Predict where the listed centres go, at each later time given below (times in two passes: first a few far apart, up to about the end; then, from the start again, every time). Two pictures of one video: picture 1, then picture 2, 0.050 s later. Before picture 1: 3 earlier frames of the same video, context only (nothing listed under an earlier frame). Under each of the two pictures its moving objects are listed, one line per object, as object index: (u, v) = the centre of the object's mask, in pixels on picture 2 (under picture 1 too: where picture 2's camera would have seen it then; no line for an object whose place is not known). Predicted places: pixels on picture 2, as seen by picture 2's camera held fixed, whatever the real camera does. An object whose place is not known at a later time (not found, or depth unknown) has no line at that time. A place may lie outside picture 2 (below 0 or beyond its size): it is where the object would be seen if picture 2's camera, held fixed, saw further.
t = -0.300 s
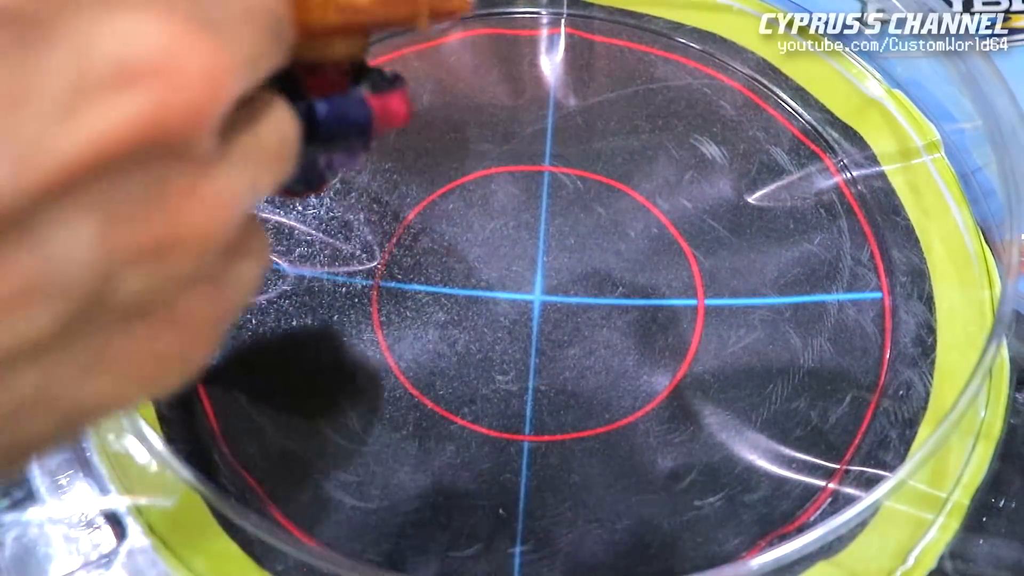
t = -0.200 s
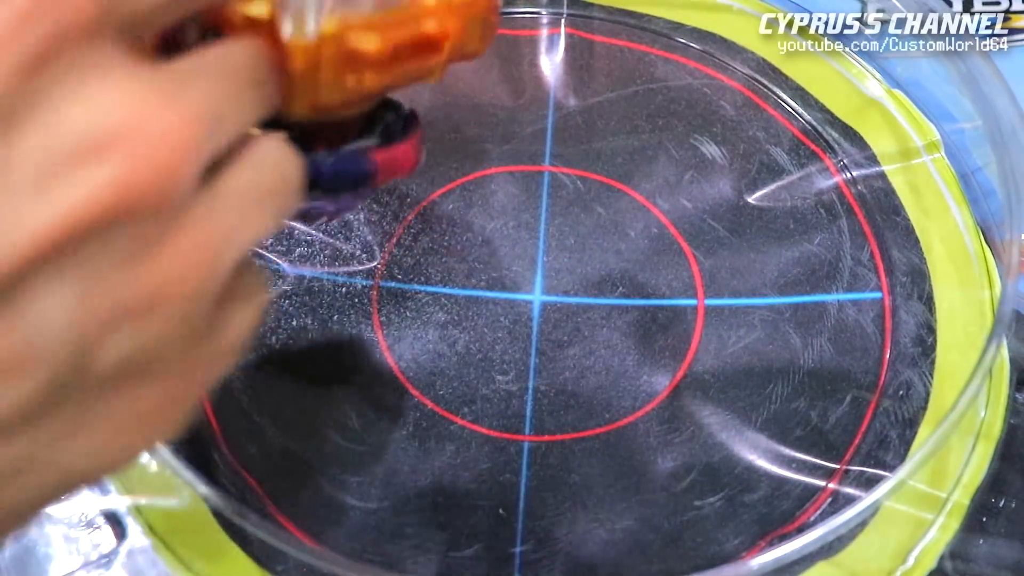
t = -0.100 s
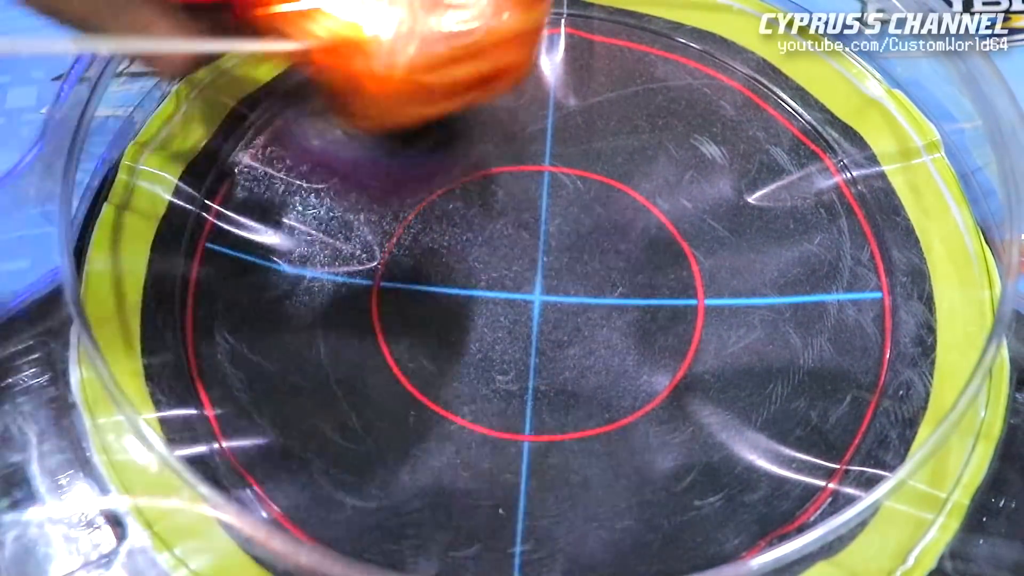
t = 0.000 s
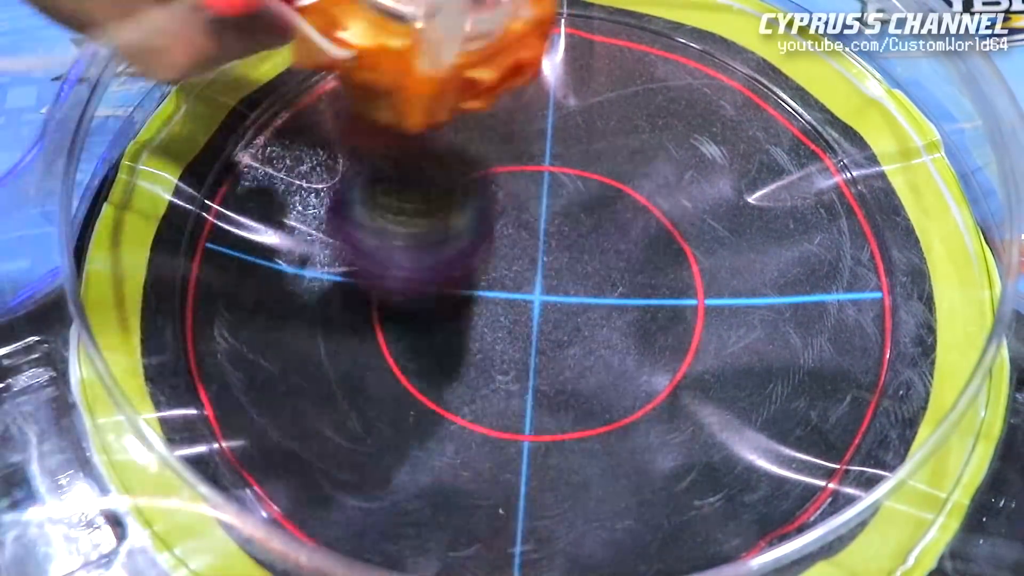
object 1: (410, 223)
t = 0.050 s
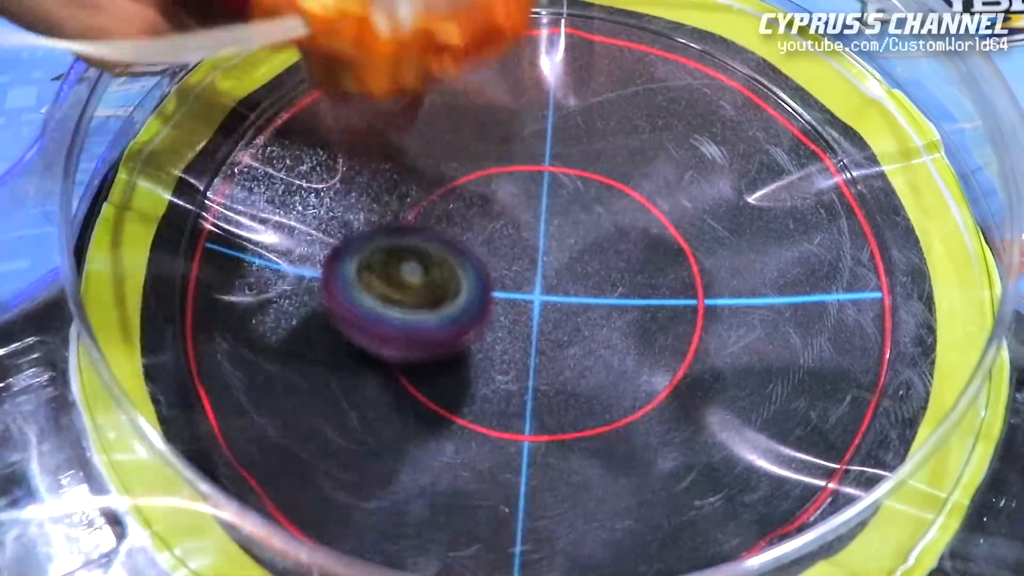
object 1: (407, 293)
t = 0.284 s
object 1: (453, 400)
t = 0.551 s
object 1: (486, 192)
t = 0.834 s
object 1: (470, 63)
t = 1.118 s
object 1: (480, 242)
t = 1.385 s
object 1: (548, 373)
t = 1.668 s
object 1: (615, 193)
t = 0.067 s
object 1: (406, 307)
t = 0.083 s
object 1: (406, 328)
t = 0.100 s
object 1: (410, 347)
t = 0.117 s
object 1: (411, 354)
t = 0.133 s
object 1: (415, 367)
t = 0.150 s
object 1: (418, 380)
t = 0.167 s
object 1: (422, 388)
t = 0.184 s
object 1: (427, 394)
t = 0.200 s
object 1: (430, 400)
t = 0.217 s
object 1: (434, 404)
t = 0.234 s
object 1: (439, 405)
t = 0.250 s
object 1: (444, 405)
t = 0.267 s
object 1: (447, 403)
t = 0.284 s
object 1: (453, 400)
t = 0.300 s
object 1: (458, 394)
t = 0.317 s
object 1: (461, 387)
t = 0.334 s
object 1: (466, 378)
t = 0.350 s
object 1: (470, 368)
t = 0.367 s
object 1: (473, 357)
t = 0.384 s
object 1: (476, 345)
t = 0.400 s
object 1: (477, 332)
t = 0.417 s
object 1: (482, 317)
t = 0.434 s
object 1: (483, 301)
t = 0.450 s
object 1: (486, 285)
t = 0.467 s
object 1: (486, 270)
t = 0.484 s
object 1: (487, 253)
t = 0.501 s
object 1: (487, 239)
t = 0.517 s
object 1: (488, 223)
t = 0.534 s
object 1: (487, 207)
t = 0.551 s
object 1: (486, 192)
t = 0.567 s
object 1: (486, 178)
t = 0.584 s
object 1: (485, 164)
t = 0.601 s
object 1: (483, 150)
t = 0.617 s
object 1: (483, 137)
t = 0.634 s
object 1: (481, 125)
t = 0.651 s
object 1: (480, 113)
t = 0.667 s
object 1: (480, 103)
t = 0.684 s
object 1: (479, 94)
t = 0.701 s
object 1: (478, 86)
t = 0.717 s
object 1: (477, 79)
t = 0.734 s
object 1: (476, 72)
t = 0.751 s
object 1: (474, 67)
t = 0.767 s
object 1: (472, 63)
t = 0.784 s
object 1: (472, 62)
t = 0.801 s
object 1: (471, 61)
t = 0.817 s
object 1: (471, 62)
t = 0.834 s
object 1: (470, 63)
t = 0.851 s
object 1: (469, 67)
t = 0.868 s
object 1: (469, 71)
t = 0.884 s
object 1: (469, 77)
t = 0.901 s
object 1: (469, 84)
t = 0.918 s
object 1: (469, 93)
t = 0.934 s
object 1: (469, 103)
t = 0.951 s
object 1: (468, 112)
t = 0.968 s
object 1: (468, 124)
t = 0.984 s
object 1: (469, 136)
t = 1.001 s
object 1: (469, 149)
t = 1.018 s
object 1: (470, 161)
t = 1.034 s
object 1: (471, 174)
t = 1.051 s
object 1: (472, 187)
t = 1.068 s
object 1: (474, 200)
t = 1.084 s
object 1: (475, 213)
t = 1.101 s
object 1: (477, 228)
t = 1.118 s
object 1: (480, 242)
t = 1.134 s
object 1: (483, 255)
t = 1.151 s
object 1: (486, 267)
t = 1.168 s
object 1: (489, 284)
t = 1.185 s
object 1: (491, 291)
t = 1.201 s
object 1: (494, 300)
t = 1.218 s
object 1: (497, 312)
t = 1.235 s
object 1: (502, 332)
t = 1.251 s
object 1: (505, 343)
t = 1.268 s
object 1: (509, 352)
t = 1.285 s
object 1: (514, 359)
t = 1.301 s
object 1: (519, 365)
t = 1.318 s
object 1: (525, 370)
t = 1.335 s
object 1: (530, 372)
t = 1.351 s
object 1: (537, 374)
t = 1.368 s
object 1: (542, 374)
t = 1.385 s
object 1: (548, 373)
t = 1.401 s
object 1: (556, 370)
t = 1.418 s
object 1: (563, 365)
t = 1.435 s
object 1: (568, 361)
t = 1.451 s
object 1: (575, 353)
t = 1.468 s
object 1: (582, 347)
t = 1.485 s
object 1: (586, 338)
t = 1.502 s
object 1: (591, 327)
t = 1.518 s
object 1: (596, 316)
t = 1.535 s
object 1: (600, 304)
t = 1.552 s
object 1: (604, 291)
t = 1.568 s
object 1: (607, 279)
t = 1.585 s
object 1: (608, 264)
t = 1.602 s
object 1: (612, 251)
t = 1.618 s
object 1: (614, 236)
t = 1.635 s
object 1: (615, 221)
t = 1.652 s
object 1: (615, 206)
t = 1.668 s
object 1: (615, 193)
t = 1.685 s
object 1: (612, 176)
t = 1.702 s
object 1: (611, 165)
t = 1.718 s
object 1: (608, 153)
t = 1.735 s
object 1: (603, 140)
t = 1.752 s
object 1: (599, 127)
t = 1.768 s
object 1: (594, 117)
